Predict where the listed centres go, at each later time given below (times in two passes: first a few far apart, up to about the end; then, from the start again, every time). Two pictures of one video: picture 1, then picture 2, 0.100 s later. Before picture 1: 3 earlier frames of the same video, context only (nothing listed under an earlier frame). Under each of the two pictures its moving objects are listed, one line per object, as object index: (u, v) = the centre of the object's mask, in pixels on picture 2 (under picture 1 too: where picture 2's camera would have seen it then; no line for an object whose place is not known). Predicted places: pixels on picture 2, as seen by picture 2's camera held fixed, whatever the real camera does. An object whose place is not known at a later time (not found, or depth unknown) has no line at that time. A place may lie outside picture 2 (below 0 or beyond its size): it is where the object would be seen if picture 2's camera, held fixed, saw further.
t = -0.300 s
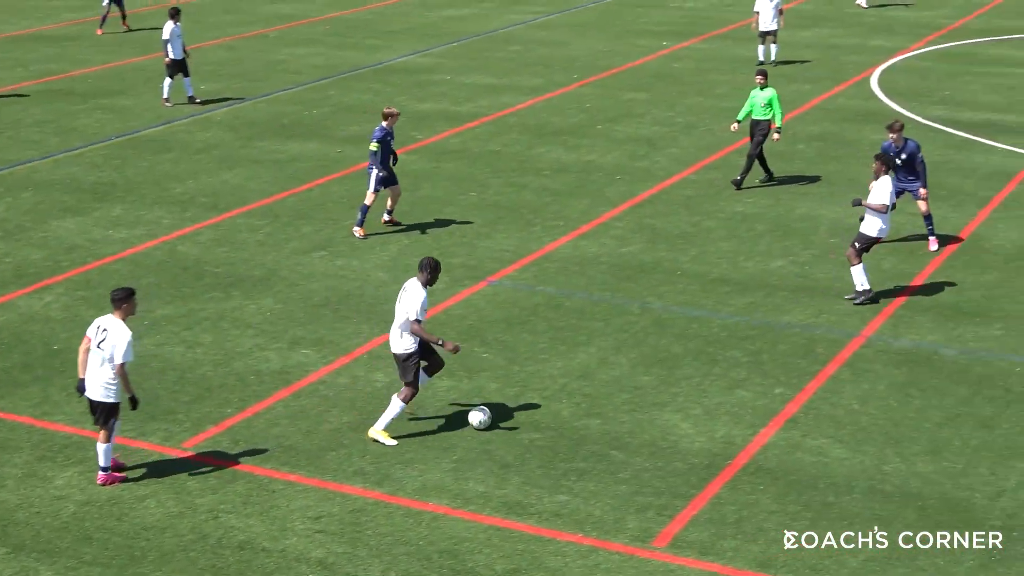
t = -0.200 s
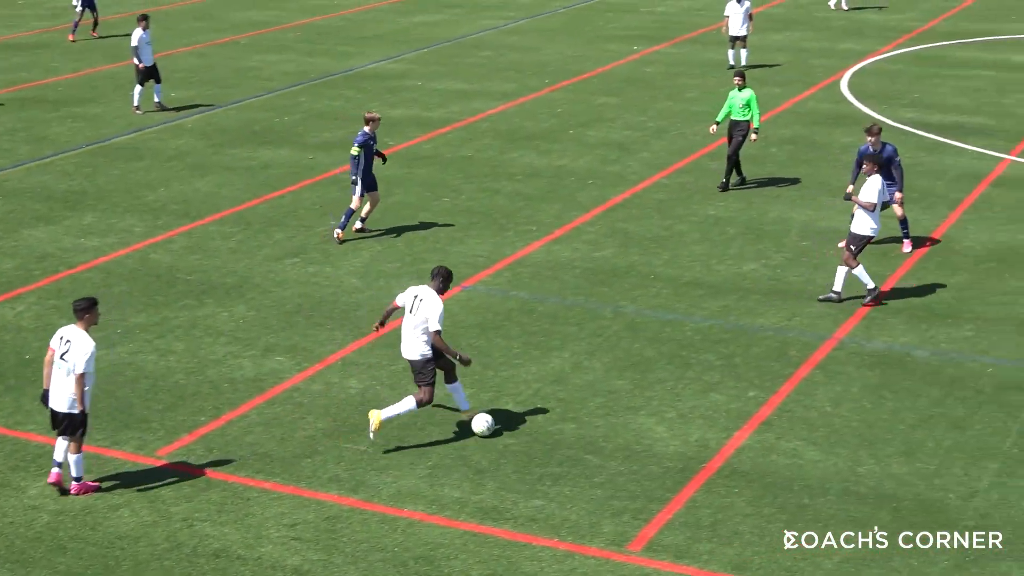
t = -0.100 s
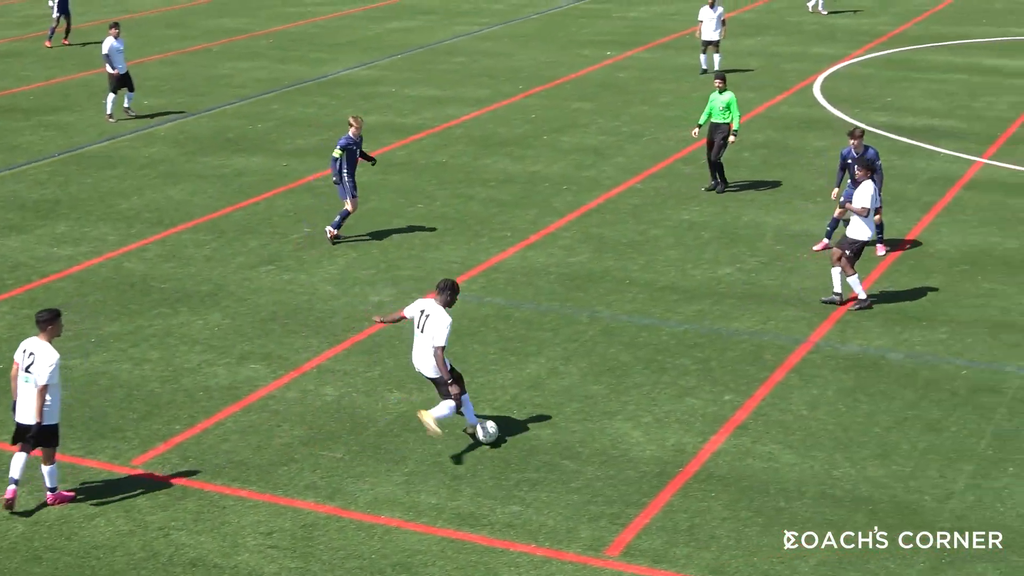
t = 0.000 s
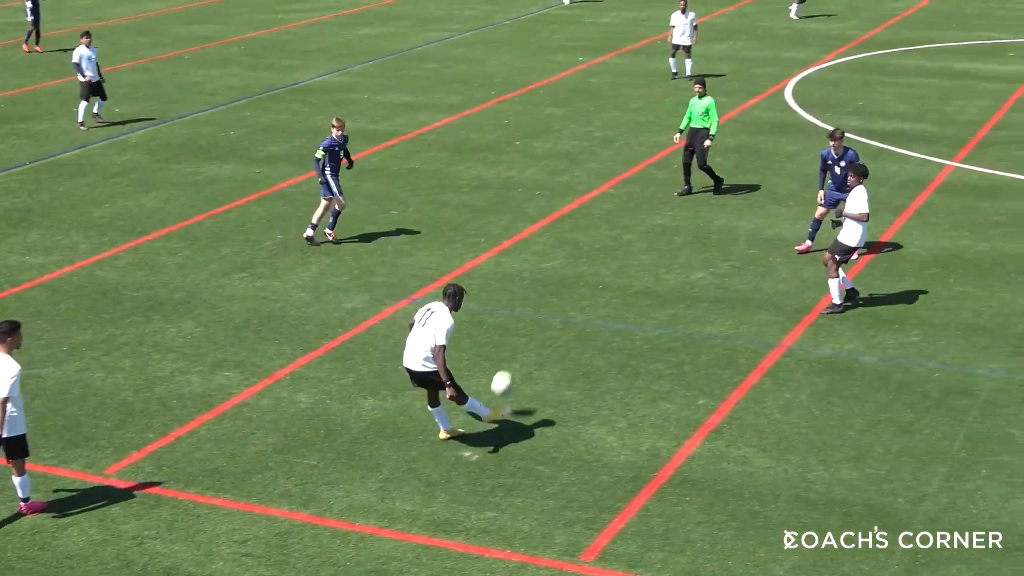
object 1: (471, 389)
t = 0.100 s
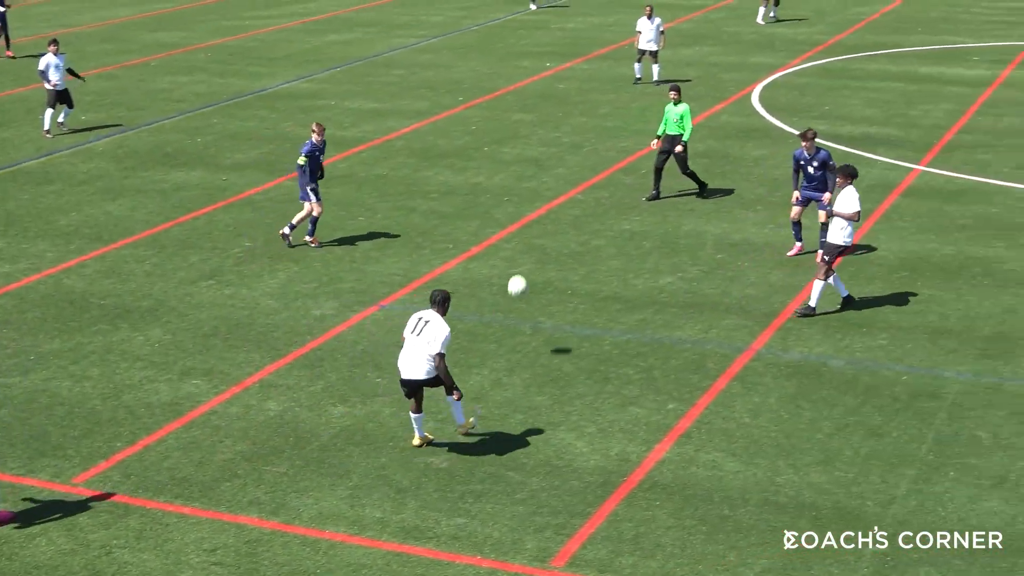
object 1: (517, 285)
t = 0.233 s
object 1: (558, 187)
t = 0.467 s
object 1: (593, 84)
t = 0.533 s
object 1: (596, 67)
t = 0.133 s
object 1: (529, 257)
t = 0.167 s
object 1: (540, 231)
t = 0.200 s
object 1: (550, 208)
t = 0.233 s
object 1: (558, 187)
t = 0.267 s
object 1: (566, 167)
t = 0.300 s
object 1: (572, 150)
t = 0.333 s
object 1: (577, 134)
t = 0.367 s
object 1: (582, 120)
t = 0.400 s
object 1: (586, 107)
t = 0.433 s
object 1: (589, 95)
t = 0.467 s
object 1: (593, 84)
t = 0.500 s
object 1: (595, 75)
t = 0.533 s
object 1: (596, 67)
